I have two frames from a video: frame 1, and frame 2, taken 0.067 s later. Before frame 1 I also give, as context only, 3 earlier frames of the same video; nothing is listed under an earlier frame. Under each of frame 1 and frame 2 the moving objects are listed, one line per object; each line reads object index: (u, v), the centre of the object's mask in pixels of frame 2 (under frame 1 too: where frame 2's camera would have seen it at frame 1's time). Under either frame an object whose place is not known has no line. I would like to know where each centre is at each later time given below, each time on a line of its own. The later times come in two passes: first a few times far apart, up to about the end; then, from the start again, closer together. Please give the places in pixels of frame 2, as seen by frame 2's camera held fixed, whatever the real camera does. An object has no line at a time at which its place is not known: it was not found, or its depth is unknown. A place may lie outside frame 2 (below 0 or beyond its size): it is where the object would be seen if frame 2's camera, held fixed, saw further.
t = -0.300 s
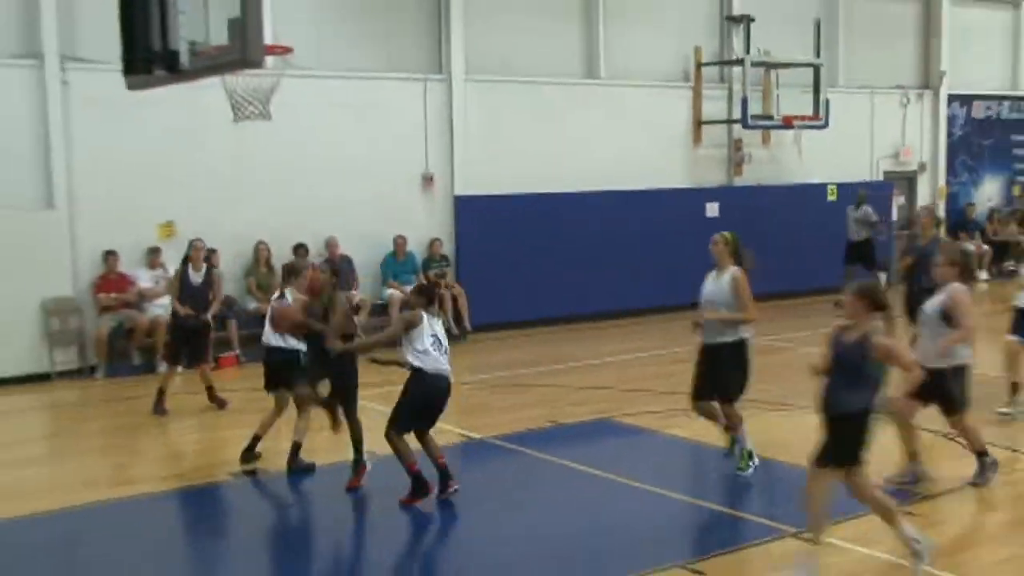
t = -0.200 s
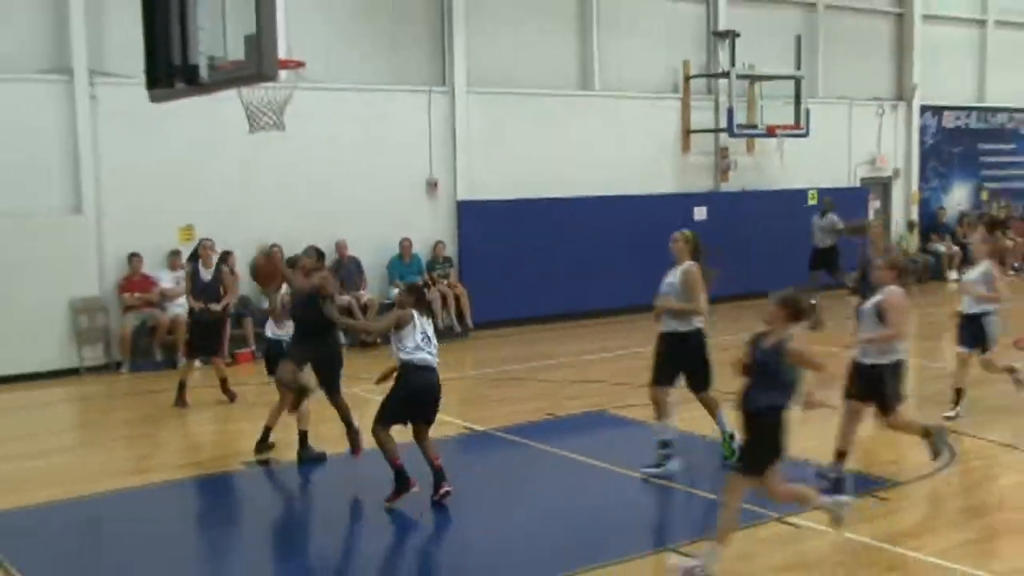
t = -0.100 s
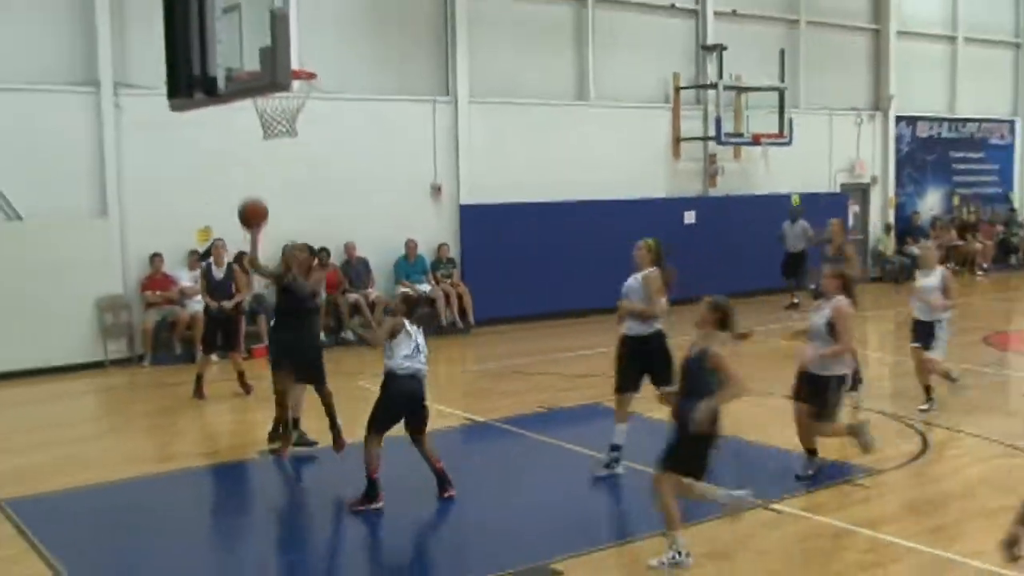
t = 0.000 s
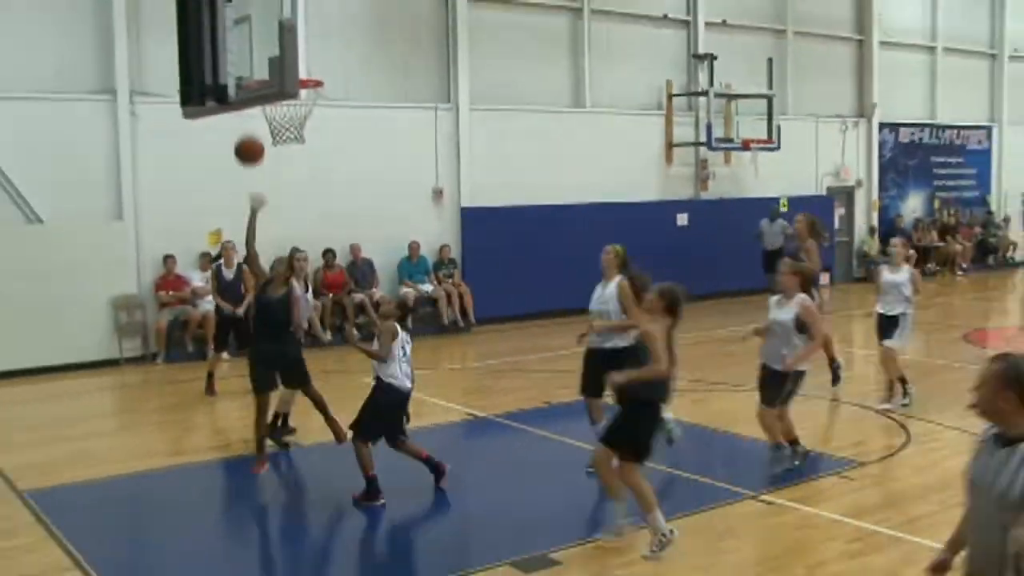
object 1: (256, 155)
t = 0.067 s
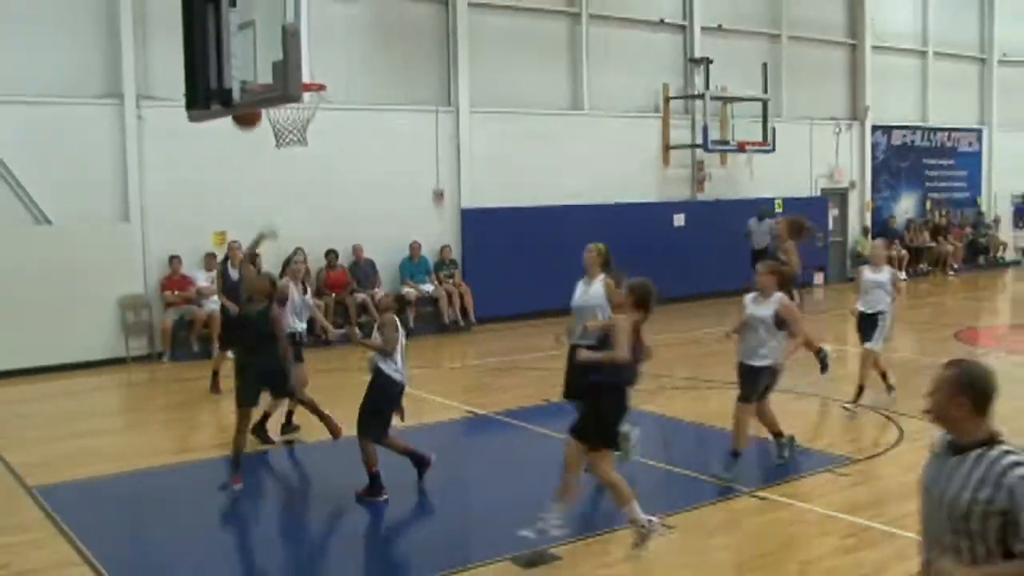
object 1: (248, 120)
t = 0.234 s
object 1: (243, 45)
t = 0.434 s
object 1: (274, 33)
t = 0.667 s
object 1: (314, 66)
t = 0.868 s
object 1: (307, 74)
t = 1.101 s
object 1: (286, 129)
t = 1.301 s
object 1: (289, 176)
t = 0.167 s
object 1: (242, 63)
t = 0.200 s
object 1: (241, 51)
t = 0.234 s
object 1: (243, 45)
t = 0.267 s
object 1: (248, 40)
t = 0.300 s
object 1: (252, 35)
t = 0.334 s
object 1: (259, 33)
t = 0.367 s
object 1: (266, 31)
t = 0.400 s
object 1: (269, 31)
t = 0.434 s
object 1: (274, 33)
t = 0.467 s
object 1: (276, 36)
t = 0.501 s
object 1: (304, 43)
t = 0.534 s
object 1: (307, 49)
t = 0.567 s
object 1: (311, 58)
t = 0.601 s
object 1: (315, 67)
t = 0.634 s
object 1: (316, 68)
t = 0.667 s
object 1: (314, 66)
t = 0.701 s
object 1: (313, 64)
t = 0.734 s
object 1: (311, 65)
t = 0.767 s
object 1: (310, 66)
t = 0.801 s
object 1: (309, 68)
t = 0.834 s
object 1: (308, 71)
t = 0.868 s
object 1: (307, 74)
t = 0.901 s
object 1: (305, 89)
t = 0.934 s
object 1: (296, 104)
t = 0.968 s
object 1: (291, 111)
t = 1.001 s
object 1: (288, 119)
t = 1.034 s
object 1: (287, 124)
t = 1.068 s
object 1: (286, 126)
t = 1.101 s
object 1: (286, 129)
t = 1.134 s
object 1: (286, 133)
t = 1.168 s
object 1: (286, 139)
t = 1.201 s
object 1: (286, 147)
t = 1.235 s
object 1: (287, 155)
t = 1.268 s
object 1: (288, 165)
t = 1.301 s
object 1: (289, 176)
